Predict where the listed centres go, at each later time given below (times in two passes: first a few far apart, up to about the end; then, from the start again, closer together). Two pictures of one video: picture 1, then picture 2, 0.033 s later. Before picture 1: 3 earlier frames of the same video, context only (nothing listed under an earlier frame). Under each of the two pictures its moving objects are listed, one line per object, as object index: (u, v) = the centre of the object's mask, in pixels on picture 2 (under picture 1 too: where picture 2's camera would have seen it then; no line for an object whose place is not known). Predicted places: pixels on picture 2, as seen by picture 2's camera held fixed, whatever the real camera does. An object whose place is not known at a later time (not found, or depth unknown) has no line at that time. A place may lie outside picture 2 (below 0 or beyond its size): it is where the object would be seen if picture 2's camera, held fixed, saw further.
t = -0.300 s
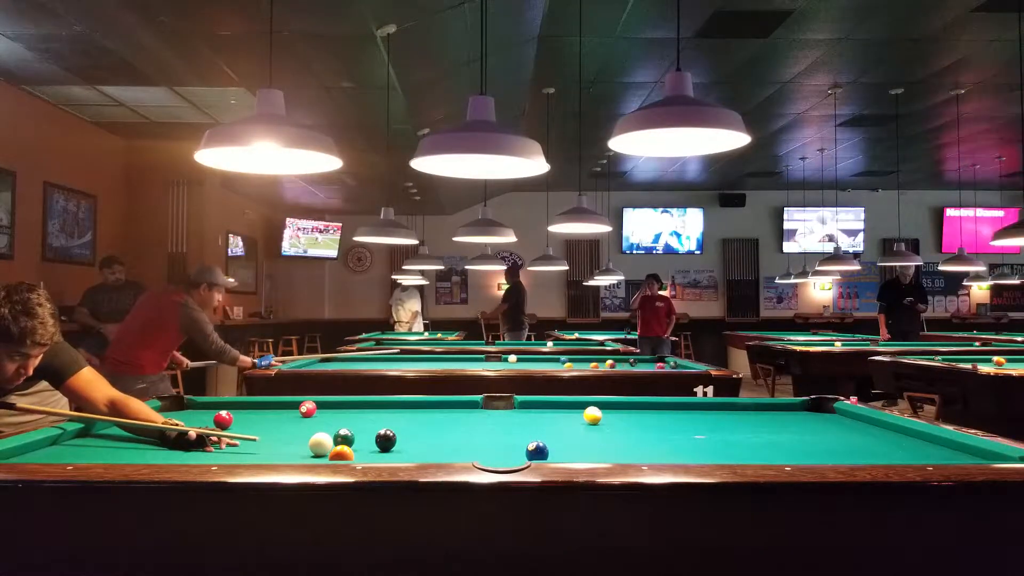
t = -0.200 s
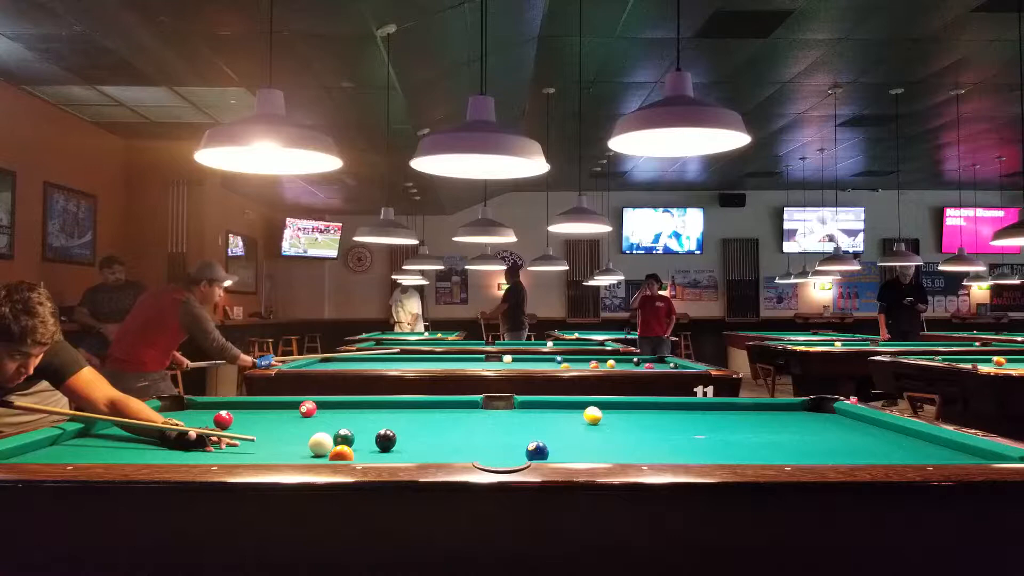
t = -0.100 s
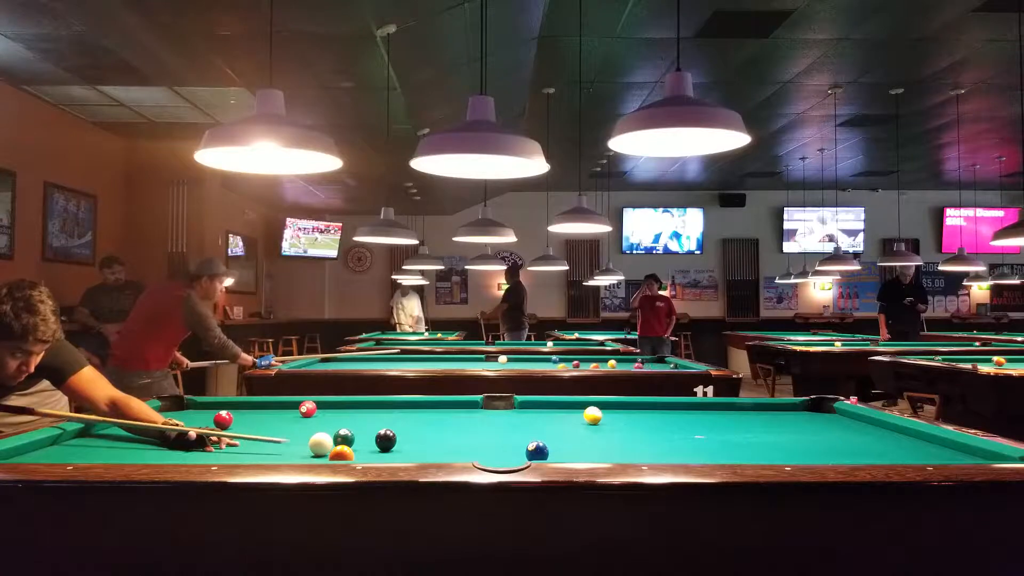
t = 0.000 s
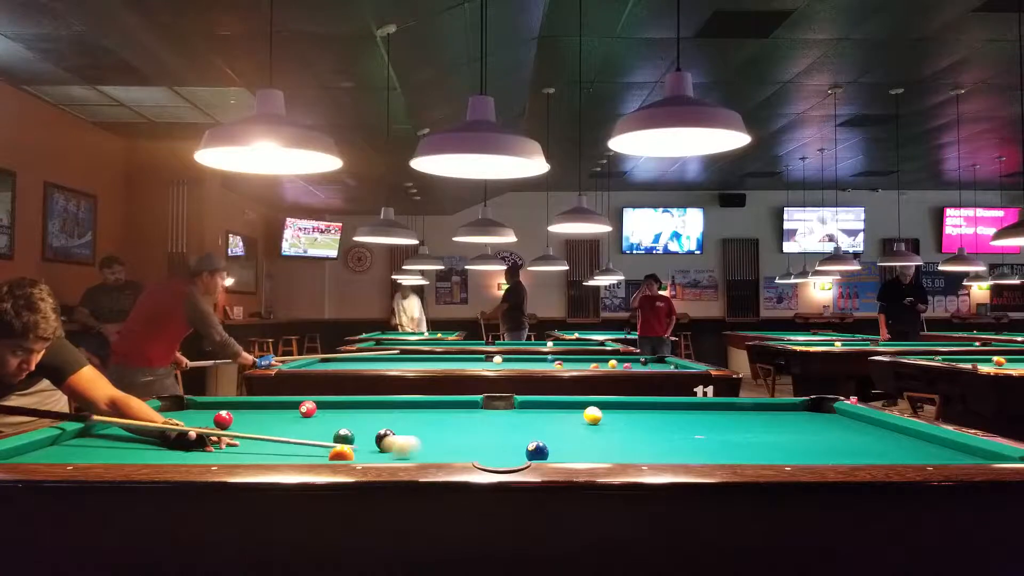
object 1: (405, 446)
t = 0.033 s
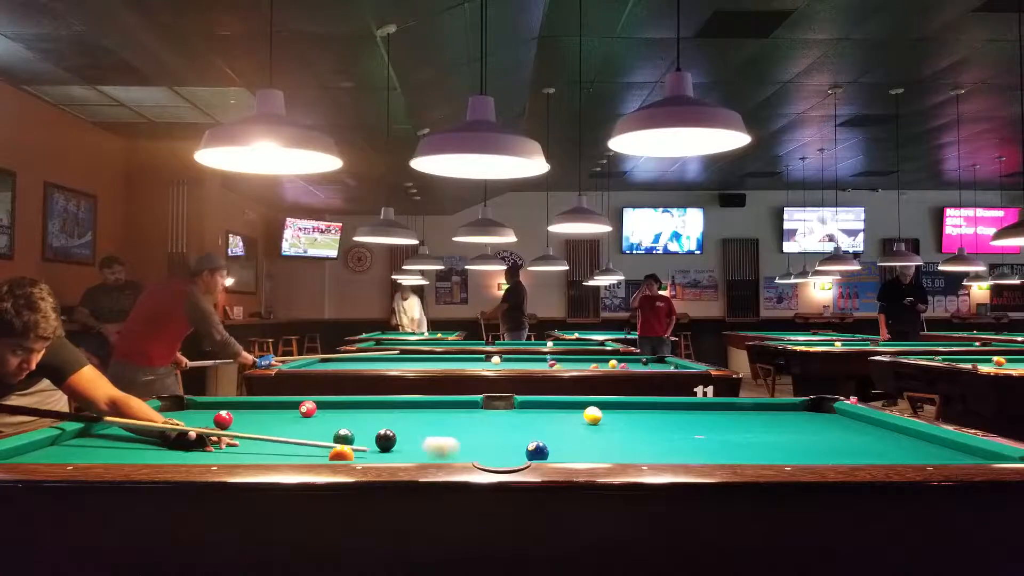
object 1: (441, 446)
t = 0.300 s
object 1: (527, 455)
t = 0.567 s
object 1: (544, 455)
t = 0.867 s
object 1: (550, 454)
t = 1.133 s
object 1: (553, 451)
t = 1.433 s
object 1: (554, 451)
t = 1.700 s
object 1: (556, 449)
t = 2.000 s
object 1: (554, 448)
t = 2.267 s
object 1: (553, 446)
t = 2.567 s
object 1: (554, 446)
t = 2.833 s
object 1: (553, 446)
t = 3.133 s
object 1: (554, 446)
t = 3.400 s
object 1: (554, 447)
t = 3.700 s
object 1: (553, 447)
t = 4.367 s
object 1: (554, 446)
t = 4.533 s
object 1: (555, 448)
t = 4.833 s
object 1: (554, 447)
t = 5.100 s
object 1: (555, 448)
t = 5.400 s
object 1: (553, 447)
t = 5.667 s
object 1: (553, 448)
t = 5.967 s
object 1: (555, 448)
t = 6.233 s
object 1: (555, 449)
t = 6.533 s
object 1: (554, 448)
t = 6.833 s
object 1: (554, 448)
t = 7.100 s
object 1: (554, 448)
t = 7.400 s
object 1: (556, 449)
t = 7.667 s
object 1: (555, 449)
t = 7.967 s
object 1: (555, 448)
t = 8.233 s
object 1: (555, 447)
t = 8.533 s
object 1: (556, 448)
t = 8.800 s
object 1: (556, 448)
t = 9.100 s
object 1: (556, 448)
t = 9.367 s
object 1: (556, 448)
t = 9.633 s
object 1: (556, 448)
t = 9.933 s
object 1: (554, 448)
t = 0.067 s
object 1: (480, 449)
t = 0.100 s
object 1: (513, 452)
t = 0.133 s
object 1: (515, 453)
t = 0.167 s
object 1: (517, 454)
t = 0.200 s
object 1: (520, 454)
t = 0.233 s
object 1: (522, 454)
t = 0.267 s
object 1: (525, 454)
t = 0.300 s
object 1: (527, 455)
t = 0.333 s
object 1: (530, 455)
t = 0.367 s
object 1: (533, 455)
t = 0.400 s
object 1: (536, 455)
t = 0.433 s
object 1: (539, 455)
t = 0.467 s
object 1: (541, 455)
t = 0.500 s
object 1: (543, 456)
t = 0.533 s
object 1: (544, 456)
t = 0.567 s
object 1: (544, 455)
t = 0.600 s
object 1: (545, 455)
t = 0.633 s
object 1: (546, 455)
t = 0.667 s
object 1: (546, 455)
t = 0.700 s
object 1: (547, 454)
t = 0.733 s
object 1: (547, 454)
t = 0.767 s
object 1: (548, 454)
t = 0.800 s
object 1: (549, 454)
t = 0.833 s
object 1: (550, 454)
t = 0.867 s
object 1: (550, 454)
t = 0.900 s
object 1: (549, 452)
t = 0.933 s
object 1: (550, 452)
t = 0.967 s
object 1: (551, 452)
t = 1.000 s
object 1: (551, 452)
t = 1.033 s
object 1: (551, 452)
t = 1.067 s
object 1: (552, 451)
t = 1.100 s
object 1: (552, 451)
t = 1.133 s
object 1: (553, 451)
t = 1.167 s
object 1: (553, 451)
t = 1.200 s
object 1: (554, 451)
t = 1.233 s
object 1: (554, 451)
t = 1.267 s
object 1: (554, 450)
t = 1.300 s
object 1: (554, 450)
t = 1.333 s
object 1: (555, 450)
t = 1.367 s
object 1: (555, 450)
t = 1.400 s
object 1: (554, 450)
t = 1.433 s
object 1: (554, 451)
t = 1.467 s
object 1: (554, 450)
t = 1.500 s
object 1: (555, 450)
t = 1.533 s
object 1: (555, 450)
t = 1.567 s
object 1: (555, 450)
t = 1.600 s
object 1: (555, 449)
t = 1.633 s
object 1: (555, 450)
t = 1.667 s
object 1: (555, 449)
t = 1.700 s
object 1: (556, 449)
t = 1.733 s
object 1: (554, 449)
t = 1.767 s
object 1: (555, 448)
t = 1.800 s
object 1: (554, 448)
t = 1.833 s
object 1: (554, 448)
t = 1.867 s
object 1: (552, 447)
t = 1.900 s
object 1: (551, 447)
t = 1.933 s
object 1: (551, 446)
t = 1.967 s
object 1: (554, 447)
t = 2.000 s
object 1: (554, 448)
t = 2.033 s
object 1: (554, 447)
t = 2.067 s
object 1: (552, 447)
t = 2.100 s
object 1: (554, 447)
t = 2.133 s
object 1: (553, 447)
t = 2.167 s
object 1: (553, 446)
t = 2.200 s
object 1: (553, 446)
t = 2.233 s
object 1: (555, 447)
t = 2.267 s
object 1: (553, 446)
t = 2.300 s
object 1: (553, 446)
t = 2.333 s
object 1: (554, 447)
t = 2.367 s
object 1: (555, 447)
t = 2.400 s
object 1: (554, 446)
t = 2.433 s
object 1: (553, 446)
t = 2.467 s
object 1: (555, 447)
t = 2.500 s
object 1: (553, 446)
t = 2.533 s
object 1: (554, 446)
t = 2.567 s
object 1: (554, 446)
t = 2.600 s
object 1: (553, 447)
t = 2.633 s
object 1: (552, 447)
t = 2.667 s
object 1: (553, 447)
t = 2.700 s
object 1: (554, 446)
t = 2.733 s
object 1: (555, 446)
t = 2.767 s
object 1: (555, 446)
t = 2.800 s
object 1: (554, 447)
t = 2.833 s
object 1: (553, 446)
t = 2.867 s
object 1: (553, 446)
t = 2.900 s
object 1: (554, 446)
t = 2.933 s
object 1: (555, 446)
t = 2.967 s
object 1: (555, 446)
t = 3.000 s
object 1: (553, 446)
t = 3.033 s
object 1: (552, 446)
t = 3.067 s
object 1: (553, 447)
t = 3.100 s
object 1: (553, 447)
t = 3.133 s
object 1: (554, 446)
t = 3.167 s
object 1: (554, 446)
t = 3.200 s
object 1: (554, 446)
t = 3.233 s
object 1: (553, 447)
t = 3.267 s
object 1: (553, 447)
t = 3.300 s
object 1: (552, 447)
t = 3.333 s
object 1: (553, 446)
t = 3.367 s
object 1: (554, 446)
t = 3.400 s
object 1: (554, 447)
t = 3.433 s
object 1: (553, 447)
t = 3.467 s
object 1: (552, 447)
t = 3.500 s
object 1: (552, 447)
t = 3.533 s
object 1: (553, 447)
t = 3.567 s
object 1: (555, 447)
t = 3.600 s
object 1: (556, 447)
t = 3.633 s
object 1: (556, 447)
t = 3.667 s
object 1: (555, 447)
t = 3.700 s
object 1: (553, 447)
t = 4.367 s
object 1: (554, 446)
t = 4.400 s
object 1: (554, 447)
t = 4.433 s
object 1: (554, 447)
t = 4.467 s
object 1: (554, 447)
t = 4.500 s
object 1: (554, 448)
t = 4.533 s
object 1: (555, 448)
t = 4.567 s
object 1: (555, 448)
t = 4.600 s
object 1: (555, 447)
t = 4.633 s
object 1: (554, 447)
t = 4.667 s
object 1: (553, 447)
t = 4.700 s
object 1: (553, 447)
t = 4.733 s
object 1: (553, 449)
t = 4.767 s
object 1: (554, 449)
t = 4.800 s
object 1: (554, 449)
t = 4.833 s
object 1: (554, 447)
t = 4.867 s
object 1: (554, 447)
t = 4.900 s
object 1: (555, 447)
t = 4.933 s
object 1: (555, 448)
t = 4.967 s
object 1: (554, 449)
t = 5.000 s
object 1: (553, 448)
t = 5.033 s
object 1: (554, 447)
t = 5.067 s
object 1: (555, 447)
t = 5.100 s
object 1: (555, 448)
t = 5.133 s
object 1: (555, 448)
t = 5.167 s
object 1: (554, 448)
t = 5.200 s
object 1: (554, 447)
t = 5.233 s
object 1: (554, 447)
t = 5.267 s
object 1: (553, 448)
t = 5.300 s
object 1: (553, 448)
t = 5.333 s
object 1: (553, 447)
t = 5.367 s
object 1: (554, 447)
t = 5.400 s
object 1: (553, 447)
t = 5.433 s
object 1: (555, 448)
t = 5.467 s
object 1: (554, 447)
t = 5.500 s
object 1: (554, 448)
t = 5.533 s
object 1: (553, 448)
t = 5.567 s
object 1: (554, 448)
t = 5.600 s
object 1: (553, 447)
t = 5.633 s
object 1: (553, 448)
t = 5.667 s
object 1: (553, 448)
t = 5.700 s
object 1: (556, 448)
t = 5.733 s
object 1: (556, 448)
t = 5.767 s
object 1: (554, 448)
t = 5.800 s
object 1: (554, 448)
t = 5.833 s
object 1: (555, 448)
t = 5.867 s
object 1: (555, 448)
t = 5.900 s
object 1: (554, 449)
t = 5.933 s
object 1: (554, 448)
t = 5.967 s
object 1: (555, 448)
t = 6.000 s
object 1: (554, 447)
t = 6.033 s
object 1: (555, 448)
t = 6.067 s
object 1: (554, 449)
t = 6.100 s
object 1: (554, 449)
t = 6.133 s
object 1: (554, 448)
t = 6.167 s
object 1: (554, 447)
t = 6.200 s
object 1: (555, 447)
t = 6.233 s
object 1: (555, 449)
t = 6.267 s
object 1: (554, 448)
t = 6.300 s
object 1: (555, 448)
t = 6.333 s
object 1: (554, 447)
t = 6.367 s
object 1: (554, 448)
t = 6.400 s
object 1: (554, 447)
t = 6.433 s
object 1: (555, 449)
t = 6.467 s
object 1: (554, 447)
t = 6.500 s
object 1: (555, 448)
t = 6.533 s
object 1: (554, 448)
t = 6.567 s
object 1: (554, 448)
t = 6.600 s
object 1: (555, 447)
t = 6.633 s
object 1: (555, 448)
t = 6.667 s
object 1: (554, 448)
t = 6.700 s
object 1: (554, 448)
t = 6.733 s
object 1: (554, 447)
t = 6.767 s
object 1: (554, 448)
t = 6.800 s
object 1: (555, 448)
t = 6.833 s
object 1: (554, 448)
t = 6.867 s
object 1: (554, 448)
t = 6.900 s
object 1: (554, 448)
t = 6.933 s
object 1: (555, 448)
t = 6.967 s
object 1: (554, 448)
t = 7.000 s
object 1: (554, 448)
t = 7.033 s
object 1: (554, 448)
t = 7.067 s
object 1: (554, 447)
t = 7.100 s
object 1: (554, 448)
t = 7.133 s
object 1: (554, 448)
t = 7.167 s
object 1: (555, 449)
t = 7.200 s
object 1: (554, 447)
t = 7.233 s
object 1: (554, 448)
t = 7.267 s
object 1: (554, 449)
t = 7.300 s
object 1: (556, 449)
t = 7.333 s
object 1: (555, 449)
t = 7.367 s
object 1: (555, 449)
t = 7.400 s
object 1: (556, 449)
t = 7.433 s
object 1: (555, 449)
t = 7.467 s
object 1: (556, 449)
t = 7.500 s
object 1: (556, 449)
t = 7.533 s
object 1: (555, 449)
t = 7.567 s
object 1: (556, 448)
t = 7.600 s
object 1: (555, 449)
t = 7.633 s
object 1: (556, 449)
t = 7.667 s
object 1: (555, 449)
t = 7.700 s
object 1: (556, 449)
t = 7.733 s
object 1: (556, 449)
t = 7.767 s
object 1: (556, 448)
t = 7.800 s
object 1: (556, 449)
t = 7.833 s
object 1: (555, 448)
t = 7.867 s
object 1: (555, 448)
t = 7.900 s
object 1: (555, 449)
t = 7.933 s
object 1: (555, 448)
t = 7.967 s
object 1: (555, 448)
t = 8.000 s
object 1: (555, 449)
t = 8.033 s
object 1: (555, 449)
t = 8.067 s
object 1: (555, 449)
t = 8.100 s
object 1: (555, 448)
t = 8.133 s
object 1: (555, 449)
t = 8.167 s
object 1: (555, 449)
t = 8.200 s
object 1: (555, 449)
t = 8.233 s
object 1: (555, 447)
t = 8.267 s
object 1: (556, 448)
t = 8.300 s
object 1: (555, 448)
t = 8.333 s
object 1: (555, 449)
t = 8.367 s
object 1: (556, 448)
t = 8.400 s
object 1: (556, 448)
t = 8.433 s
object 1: (556, 448)
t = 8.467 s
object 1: (556, 448)
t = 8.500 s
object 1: (556, 448)
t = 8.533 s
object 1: (556, 448)
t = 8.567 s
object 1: (556, 448)
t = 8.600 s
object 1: (556, 448)
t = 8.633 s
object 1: (556, 448)
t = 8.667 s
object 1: (556, 448)
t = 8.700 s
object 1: (556, 448)
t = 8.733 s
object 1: (556, 448)
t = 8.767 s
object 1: (556, 448)
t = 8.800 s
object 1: (556, 448)
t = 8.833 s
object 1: (556, 448)
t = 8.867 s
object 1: (556, 448)
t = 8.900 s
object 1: (556, 448)
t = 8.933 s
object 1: (556, 448)
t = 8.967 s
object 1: (556, 448)
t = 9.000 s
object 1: (556, 448)
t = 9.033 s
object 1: (556, 448)
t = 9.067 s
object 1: (556, 448)
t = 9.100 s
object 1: (556, 448)
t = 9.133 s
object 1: (556, 448)
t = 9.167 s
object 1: (556, 448)
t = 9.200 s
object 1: (556, 448)
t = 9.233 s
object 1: (556, 448)
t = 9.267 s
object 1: (556, 448)
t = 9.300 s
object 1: (556, 448)
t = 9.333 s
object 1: (556, 448)
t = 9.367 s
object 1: (556, 448)
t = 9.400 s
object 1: (556, 448)
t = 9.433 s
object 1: (556, 448)
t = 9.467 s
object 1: (556, 448)
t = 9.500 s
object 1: (556, 448)
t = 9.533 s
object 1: (556, 448)
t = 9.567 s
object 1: (556, 448)
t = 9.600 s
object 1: (556, 448)
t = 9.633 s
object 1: (556, 448)
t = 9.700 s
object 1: (556, 448)
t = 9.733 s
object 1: (556, 448)
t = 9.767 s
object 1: (555, 448)
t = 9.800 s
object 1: (556, 448)
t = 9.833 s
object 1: (555, 447)
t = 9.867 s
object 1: (556, 448)
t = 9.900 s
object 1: (554, 448)
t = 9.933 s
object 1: (554, 448)
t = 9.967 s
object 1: (556, 447)
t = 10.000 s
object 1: (556, 448)
